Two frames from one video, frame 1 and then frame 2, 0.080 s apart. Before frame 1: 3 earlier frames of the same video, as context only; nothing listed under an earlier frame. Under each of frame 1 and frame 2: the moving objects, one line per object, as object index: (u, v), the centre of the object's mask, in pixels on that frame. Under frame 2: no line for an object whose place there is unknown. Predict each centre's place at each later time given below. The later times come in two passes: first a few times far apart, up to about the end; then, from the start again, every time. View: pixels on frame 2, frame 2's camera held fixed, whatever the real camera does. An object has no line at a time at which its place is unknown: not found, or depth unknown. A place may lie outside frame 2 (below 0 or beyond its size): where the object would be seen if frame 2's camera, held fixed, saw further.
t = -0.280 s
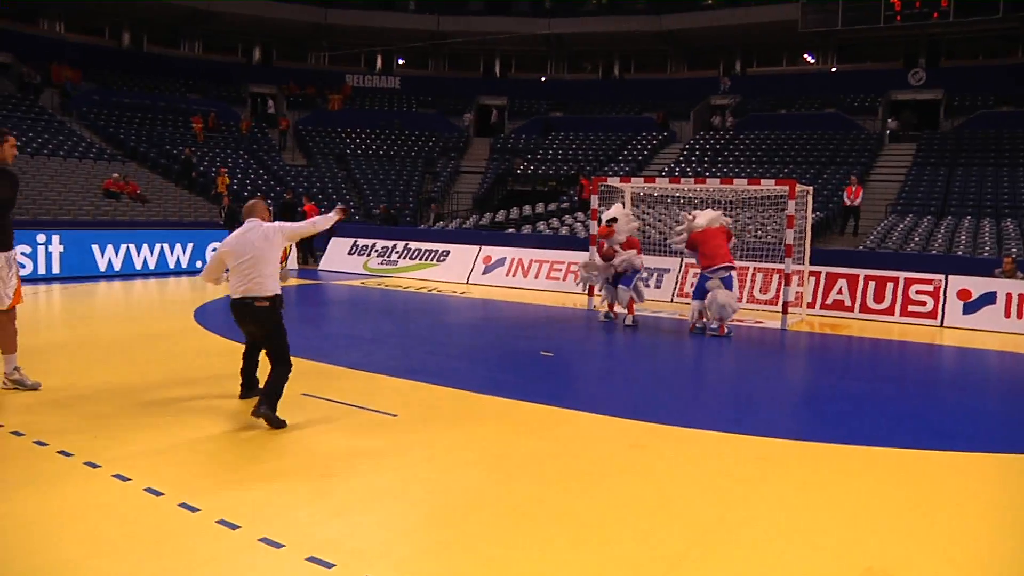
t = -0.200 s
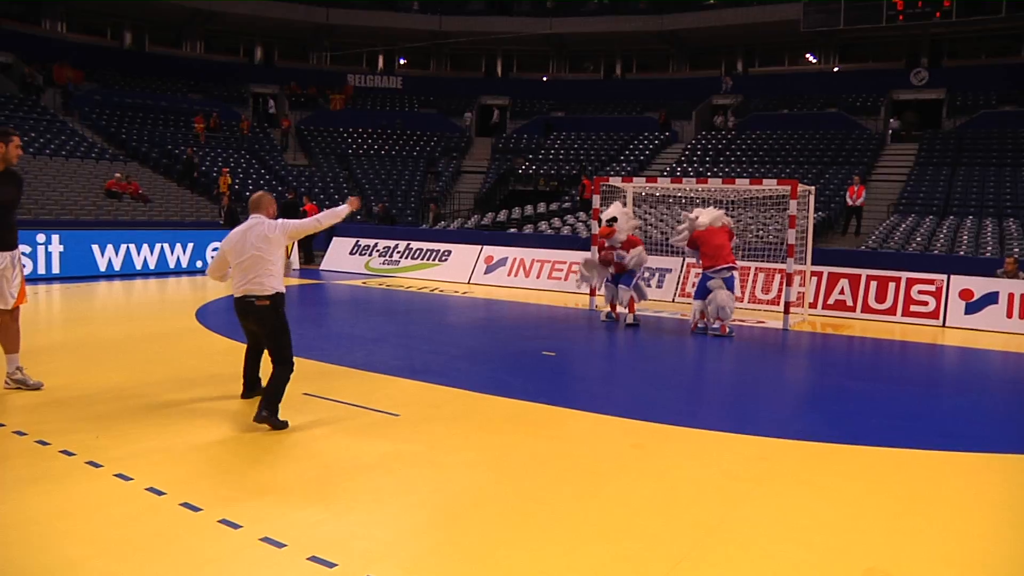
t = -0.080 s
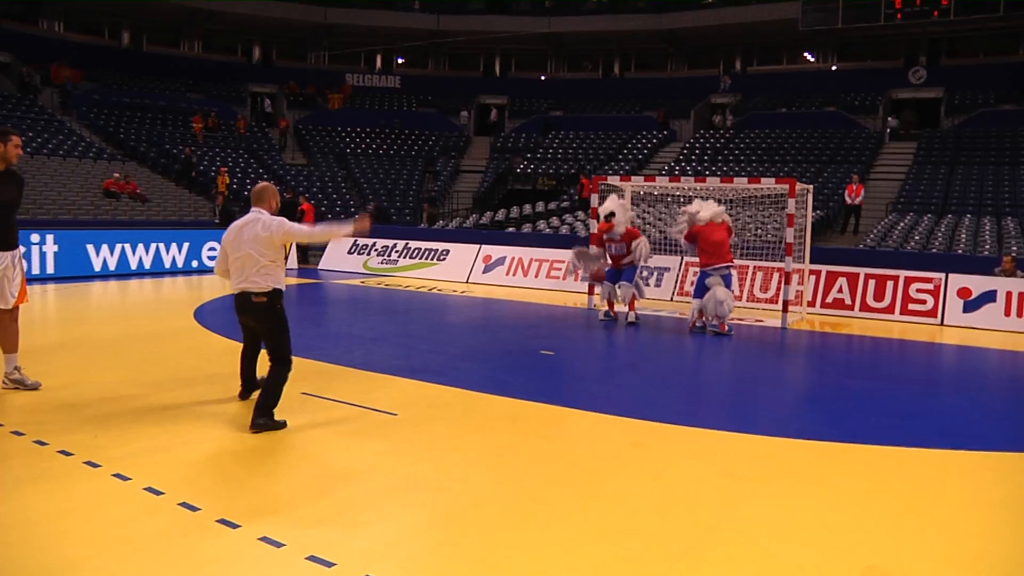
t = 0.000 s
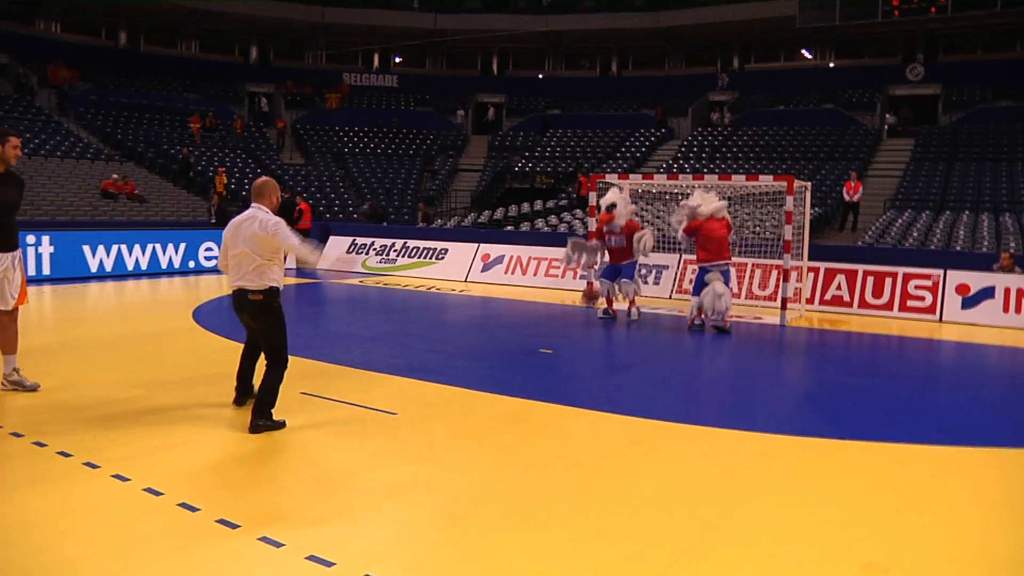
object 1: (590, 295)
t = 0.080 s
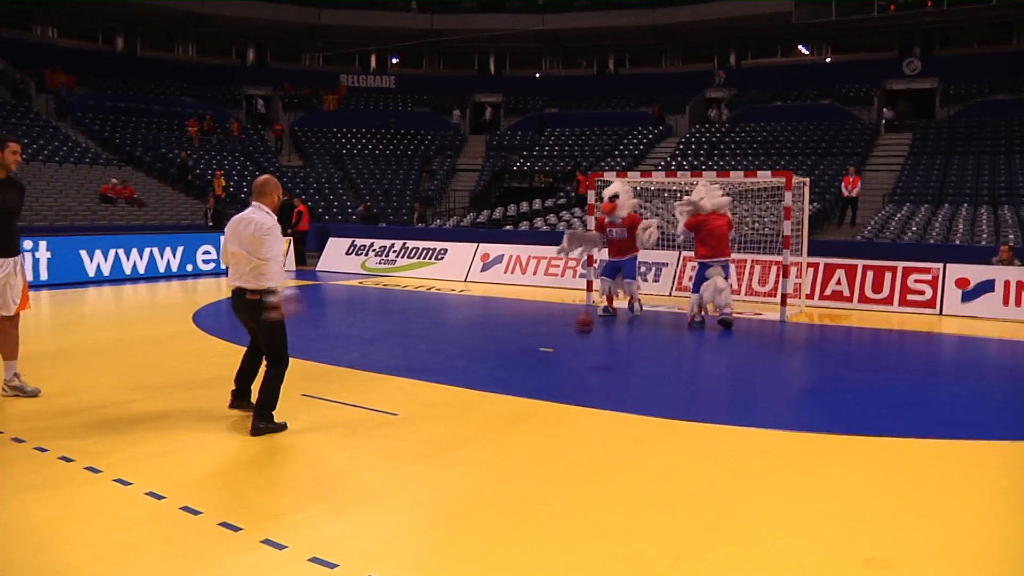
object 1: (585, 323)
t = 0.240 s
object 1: (572, 339)
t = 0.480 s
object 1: (553, 314)
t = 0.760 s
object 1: (526, 368)
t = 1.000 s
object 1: (498, 361)
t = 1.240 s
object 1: (465, 393)
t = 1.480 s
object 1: (429, 395)
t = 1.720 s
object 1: (388, 433)
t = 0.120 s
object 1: (581, 340)
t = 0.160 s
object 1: (578, 358)
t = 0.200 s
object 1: (575, 350)
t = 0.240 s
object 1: (572, 339)
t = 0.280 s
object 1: (570, 330)
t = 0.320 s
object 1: (566, 324)
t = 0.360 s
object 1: (563, 319)
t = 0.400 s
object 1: (560, 315)
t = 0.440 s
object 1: (556, 314)
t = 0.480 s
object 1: (553, 314)
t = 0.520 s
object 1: (549, 316)
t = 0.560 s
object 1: (546, 319)
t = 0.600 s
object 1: (542, 325)
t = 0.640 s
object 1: (538, 332)
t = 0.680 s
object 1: (534, 341)
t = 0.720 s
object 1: (530, 354)
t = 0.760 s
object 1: (526, 368)
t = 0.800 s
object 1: (521, 384)
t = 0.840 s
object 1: (516, 381)
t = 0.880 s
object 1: (512, 374)
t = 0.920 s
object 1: (507, 367)
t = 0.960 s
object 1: (503, 363)
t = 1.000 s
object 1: (498, 361)
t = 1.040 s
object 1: (492, 361)
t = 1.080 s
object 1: (488, 363)
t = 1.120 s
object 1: (482, 367)
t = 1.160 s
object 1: (477, 373)
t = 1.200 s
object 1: (471, 382)
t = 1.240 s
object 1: (465, 393)
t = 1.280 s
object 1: (459, 407)
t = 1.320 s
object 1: (453, 409)
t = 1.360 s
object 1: (447, 403)
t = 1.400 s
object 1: (442, 398)
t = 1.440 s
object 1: (436, 396)
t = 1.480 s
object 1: (429, 395)
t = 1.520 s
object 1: (423, 397)
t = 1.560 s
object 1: (416, 402)
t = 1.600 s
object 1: (409, 409)
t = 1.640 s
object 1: (402, 419)
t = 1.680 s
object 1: (395, 433)
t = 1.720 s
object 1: (388, 433)
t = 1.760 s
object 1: (382, 428)
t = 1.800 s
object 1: (375, 426)
